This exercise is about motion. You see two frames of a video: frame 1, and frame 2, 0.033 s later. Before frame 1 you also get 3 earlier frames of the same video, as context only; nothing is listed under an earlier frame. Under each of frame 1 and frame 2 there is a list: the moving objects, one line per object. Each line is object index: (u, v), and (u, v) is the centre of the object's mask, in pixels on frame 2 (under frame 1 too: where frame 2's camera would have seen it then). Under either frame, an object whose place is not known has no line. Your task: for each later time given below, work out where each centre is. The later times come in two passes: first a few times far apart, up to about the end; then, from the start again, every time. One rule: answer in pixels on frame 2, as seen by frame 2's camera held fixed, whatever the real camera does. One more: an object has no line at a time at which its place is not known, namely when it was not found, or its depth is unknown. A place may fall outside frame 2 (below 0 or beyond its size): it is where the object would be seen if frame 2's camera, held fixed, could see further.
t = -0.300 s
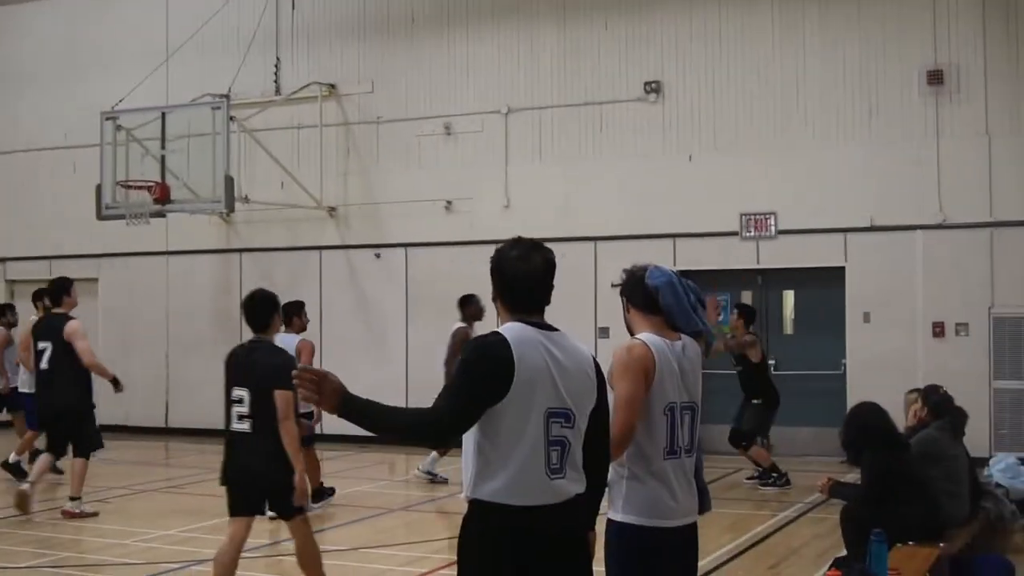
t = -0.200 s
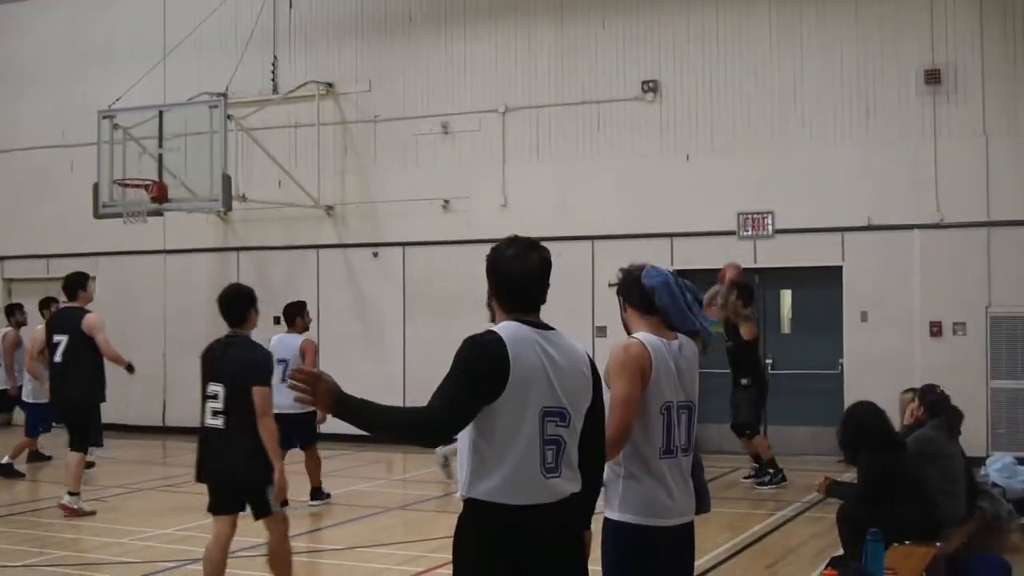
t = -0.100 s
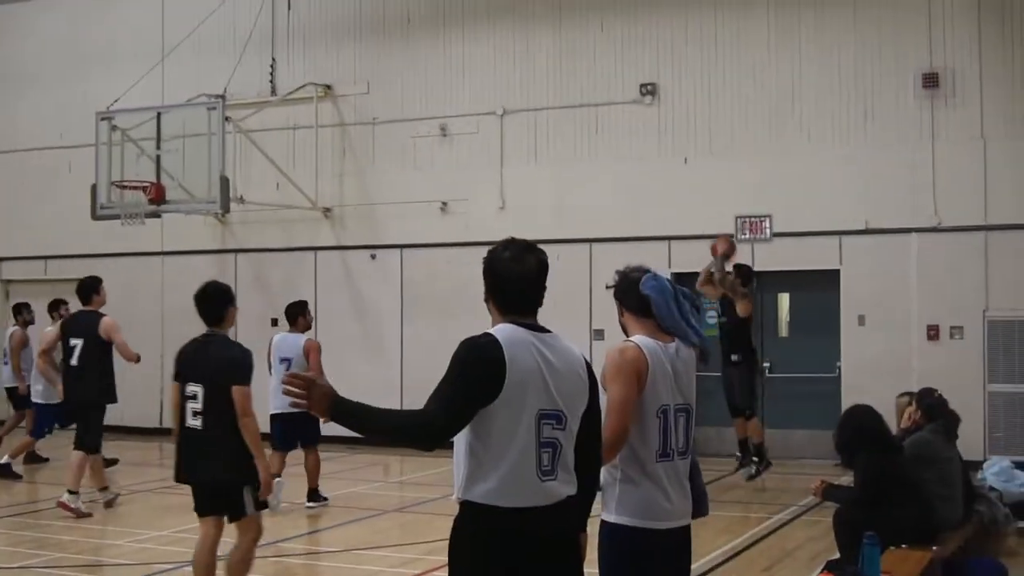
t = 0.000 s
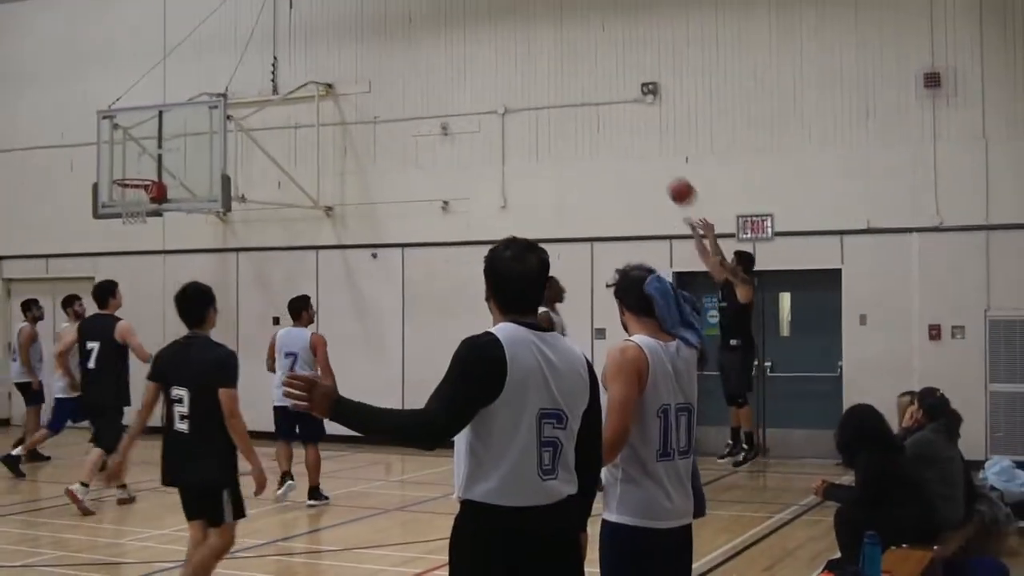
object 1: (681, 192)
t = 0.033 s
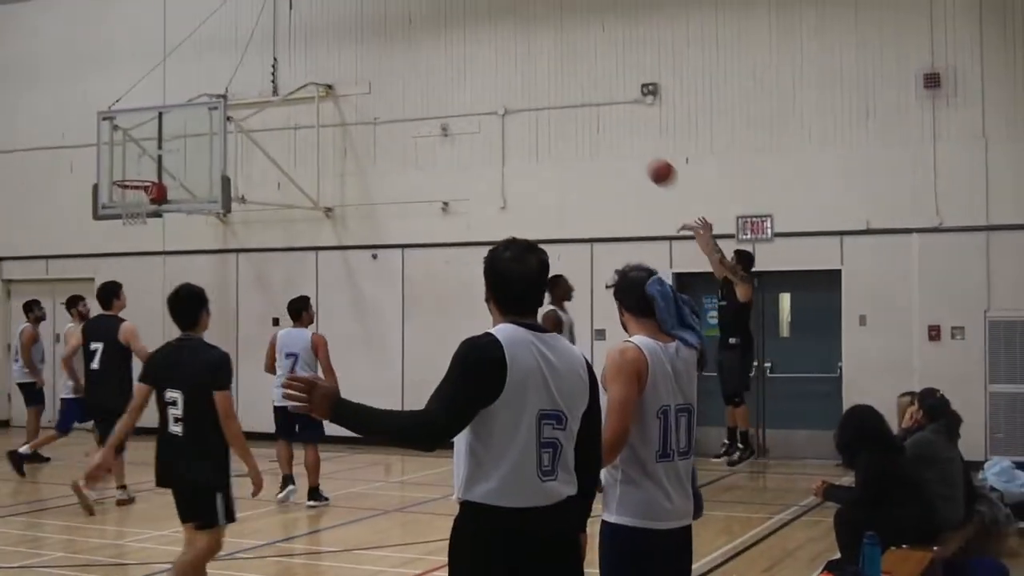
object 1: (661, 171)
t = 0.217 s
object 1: (556, 88)
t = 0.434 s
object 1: (445, 36)
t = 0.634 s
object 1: (349, 29)
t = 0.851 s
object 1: (252, 62)
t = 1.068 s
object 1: (160, 136)
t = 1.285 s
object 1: (143, 186)
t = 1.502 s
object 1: (112, 198)
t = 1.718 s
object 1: (126, 207)
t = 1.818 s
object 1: (137, 216)
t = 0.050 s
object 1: (651, 163)
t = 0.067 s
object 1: (641, 153)
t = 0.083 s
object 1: (631, 145)
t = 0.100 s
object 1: (622, 137)
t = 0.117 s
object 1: (613, 129)
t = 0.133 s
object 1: (603, 122)
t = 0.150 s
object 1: (594, 114)
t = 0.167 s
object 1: (584, 107)
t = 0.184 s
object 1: (576, 101)
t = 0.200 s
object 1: (566, 94)
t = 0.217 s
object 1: (556, 88)
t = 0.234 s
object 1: (547, 82)
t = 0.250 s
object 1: (538, 77)
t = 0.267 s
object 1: (530, 72)
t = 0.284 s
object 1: (521, 67)
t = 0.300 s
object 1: (512, 62)
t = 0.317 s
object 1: (504, 58)
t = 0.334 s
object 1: (496, 54)
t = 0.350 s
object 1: (487, 50)
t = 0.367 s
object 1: (478, 47)
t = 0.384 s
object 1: (469, 43)
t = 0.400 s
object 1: (461, 41)
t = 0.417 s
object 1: (453, 38)
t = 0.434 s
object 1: (445, 36)
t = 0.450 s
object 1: (437, 34)
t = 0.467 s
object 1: (428, 32)
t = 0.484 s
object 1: (420, 30)
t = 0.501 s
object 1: (412, 29)
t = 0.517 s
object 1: (404, 28)
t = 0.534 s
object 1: (396, 27)
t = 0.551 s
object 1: (388, 27)
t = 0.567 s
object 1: (380, 27)
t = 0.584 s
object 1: (372, 27)
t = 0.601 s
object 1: (364, 27)
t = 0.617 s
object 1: (356, 28)
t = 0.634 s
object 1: (349, 29)
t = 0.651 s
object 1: (341, 30)
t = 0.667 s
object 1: (334, 31)
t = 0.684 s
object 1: (326, 33)
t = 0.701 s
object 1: (318, 34)
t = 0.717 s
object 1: (311, 37)
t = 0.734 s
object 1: (303, 39)
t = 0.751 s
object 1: (296, 42)
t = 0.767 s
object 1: (288, 44)
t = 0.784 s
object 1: (281, 47)
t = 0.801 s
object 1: (274, 51)
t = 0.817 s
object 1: (266, 54)
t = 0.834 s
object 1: (259, 58)
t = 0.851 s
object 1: (252, 62)
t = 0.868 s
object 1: (245, 66)
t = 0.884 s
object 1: (237, 71)
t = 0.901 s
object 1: (230, 76)
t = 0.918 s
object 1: (223, 80)
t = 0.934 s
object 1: (216, 86)
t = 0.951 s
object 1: (208, 91)
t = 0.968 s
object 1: (201, 97)
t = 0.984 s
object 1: (194, 103)
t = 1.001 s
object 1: (187, 109)
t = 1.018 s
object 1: (180, 115)
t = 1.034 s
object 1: (174, 122)
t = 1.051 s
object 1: (167, 129)
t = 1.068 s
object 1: (160, 136)
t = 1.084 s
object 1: (152, 143)
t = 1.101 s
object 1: (145, 151)
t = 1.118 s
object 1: (139, 158)
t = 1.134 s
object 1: (132, 166)
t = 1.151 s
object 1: (125, 175)
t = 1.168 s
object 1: (125, 179)
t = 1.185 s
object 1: (128, 181)
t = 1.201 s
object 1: (132, 184)
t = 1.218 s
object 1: (137, 185)
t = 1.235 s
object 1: (141, 185)
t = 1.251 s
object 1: (144, 185)
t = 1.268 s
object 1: (144, 185)
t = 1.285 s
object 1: (143, 186)
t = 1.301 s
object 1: (140, 187)
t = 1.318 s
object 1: (138, 189)
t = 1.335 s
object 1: (135, 190)
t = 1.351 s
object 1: (130, 192)
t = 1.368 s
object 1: (127, 194)
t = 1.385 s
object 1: (125, 196)
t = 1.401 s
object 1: (121, 196)
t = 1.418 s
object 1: (120, 197)
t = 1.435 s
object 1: (117, 198)
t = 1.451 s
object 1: (115, 198)
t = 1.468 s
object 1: (113, 198)
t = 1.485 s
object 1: (113, 198)
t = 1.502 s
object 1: (112, 198)
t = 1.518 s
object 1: (112, 199)
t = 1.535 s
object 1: (112, 199)
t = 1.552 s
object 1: (112, 199)
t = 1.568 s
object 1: (113, 199)
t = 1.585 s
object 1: (112, 199)
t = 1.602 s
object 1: (114, 200)
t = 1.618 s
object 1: (116, 200)
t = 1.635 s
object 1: (117, 201)
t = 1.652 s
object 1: (118, 202)
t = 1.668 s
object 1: (120, 203)
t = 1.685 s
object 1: (121, 205)
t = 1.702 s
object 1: (123, 206)
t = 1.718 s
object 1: (126, 207)
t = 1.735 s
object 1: (126, 209)
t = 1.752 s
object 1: (128, 210)
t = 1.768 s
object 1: (131, 212)
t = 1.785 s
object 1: (133, 213)
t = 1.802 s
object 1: (135, 215)
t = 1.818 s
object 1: (137, 216)
